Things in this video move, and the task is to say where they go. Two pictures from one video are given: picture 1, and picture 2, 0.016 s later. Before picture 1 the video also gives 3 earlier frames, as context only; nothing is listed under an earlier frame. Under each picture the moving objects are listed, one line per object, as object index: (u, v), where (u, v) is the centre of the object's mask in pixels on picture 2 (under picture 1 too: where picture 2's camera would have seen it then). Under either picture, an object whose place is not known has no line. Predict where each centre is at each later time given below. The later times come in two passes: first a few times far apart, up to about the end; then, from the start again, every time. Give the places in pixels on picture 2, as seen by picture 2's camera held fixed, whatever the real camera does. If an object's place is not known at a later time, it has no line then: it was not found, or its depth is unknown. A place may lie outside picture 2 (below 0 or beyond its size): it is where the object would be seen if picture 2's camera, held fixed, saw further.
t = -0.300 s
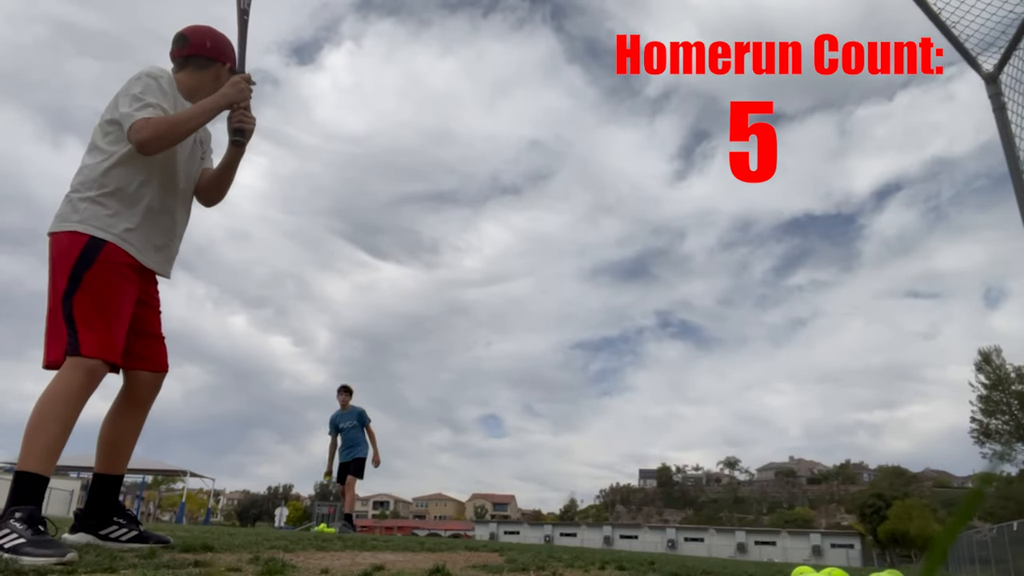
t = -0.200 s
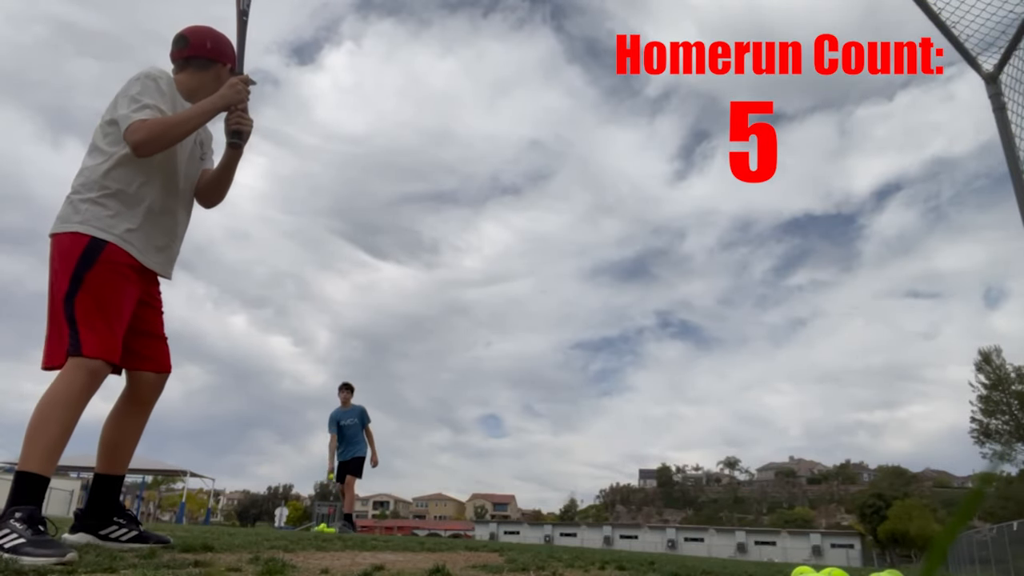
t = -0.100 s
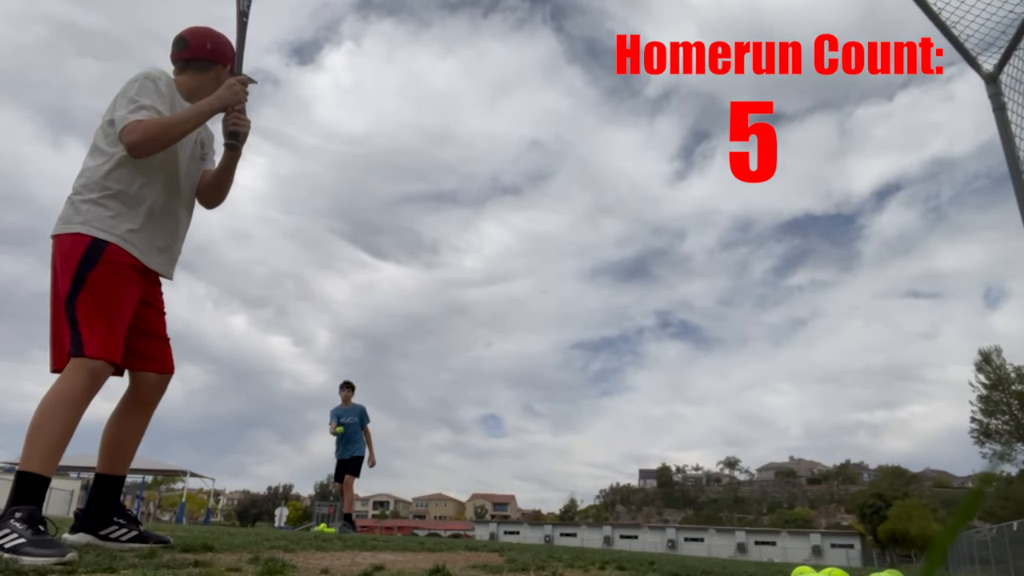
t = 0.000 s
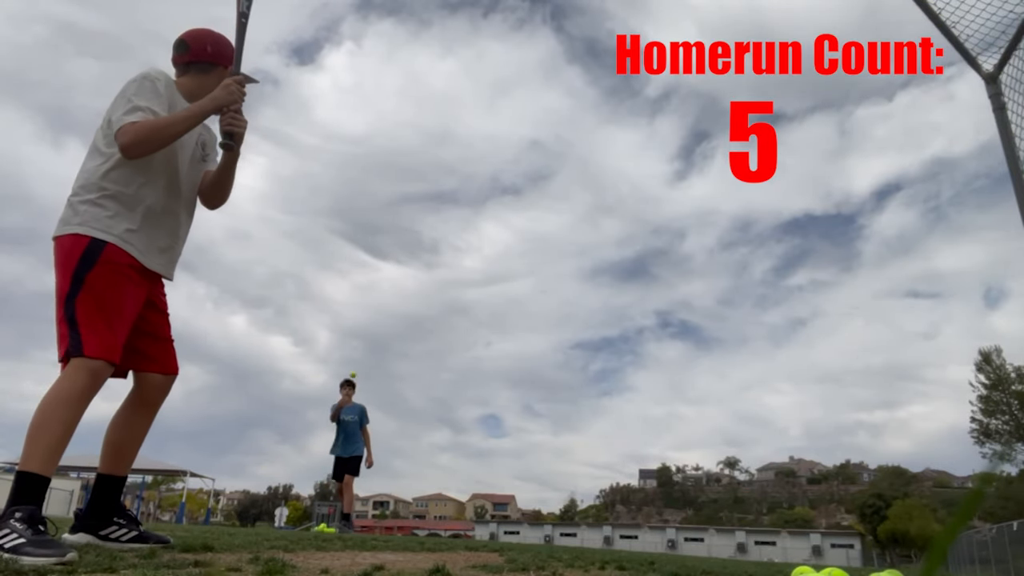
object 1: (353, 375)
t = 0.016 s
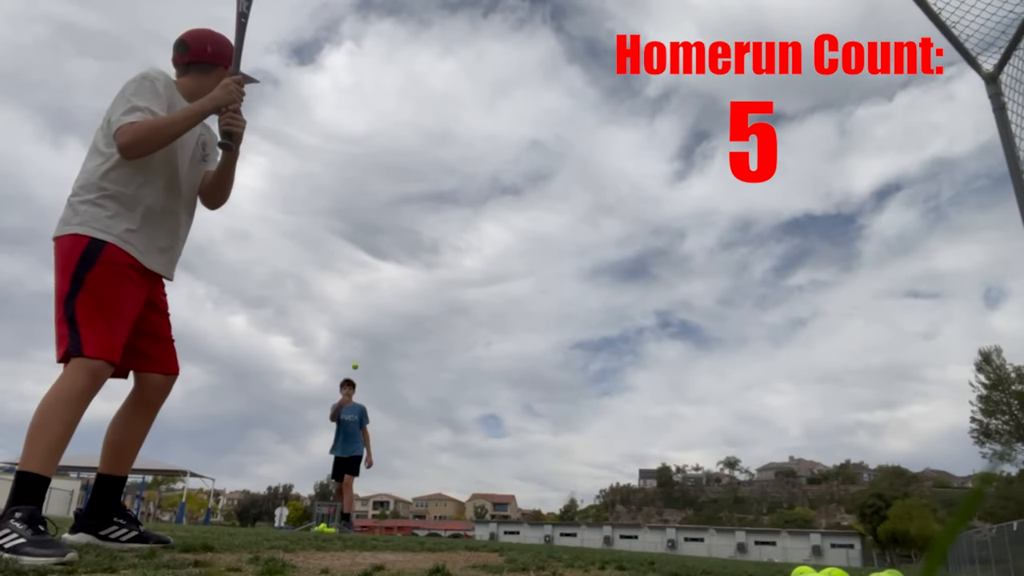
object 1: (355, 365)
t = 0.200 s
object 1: (378, 281)
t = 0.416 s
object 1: (406, 211)
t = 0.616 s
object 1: (435, 182)
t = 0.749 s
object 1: (457, 191)
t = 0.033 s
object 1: (357, 357)
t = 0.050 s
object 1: (359, 349)
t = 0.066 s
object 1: (361, 341)
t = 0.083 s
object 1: (364, 332)
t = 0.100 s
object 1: (366, 324)
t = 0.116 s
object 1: (368, 317)
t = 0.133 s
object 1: (370, 310)
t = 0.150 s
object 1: (372, 302)
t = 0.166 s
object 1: (374, 295)
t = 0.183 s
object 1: (376, 288)
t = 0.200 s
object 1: (378, 281)
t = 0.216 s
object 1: (380, 275)
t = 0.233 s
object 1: (382, 268)
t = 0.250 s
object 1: (384, 262)
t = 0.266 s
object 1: (387, 256)
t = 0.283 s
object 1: (389, 250)
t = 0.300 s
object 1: (390, 244)
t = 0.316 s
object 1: (393, 239)
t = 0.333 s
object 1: (395, 234)
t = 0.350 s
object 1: (397, 229)
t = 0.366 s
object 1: (399, 224)
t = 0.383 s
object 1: (401, 219)
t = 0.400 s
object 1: (404, 215)
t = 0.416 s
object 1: (406, 211)
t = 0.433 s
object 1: (408, 207)
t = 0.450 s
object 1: (411, 203)
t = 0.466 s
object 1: (413, 199)
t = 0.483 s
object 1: (415, 196)
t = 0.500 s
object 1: (418, 194)
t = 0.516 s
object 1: (420, 191)
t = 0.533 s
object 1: (422, 189)
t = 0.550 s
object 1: (425, 186)
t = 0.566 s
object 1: (427, 185)
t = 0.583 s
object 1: (429, 184)
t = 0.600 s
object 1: (432, 183)
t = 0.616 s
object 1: (435, 182)
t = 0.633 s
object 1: (437, 182)
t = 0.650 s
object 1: (440, 182)
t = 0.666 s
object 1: (443, 182)
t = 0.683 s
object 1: (445, 184)
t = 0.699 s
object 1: (448, 184)
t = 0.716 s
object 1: (451, 186)
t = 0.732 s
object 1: (454, 188)
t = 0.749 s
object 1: (457, 191)
